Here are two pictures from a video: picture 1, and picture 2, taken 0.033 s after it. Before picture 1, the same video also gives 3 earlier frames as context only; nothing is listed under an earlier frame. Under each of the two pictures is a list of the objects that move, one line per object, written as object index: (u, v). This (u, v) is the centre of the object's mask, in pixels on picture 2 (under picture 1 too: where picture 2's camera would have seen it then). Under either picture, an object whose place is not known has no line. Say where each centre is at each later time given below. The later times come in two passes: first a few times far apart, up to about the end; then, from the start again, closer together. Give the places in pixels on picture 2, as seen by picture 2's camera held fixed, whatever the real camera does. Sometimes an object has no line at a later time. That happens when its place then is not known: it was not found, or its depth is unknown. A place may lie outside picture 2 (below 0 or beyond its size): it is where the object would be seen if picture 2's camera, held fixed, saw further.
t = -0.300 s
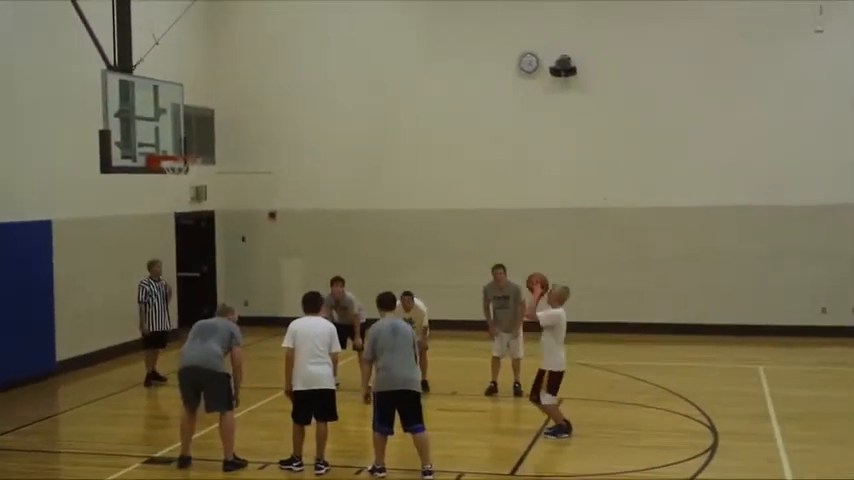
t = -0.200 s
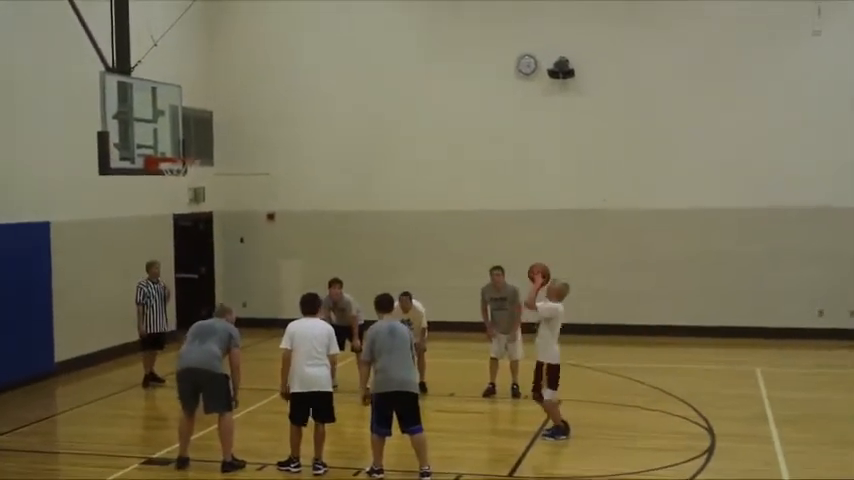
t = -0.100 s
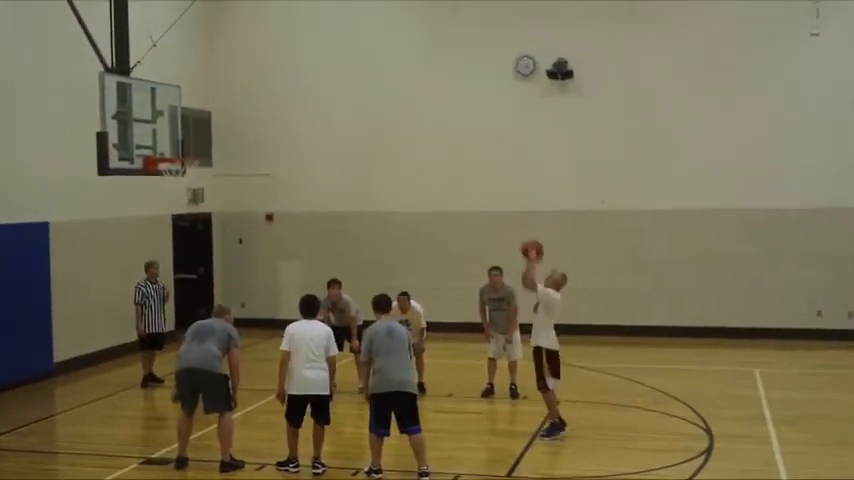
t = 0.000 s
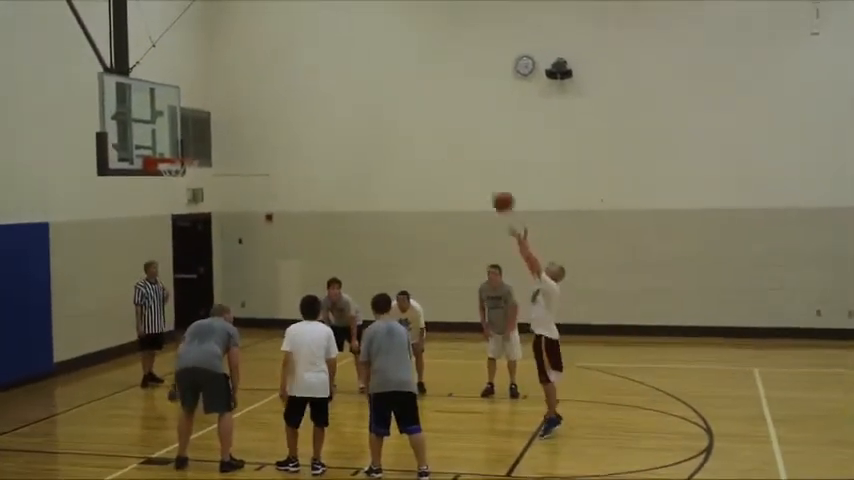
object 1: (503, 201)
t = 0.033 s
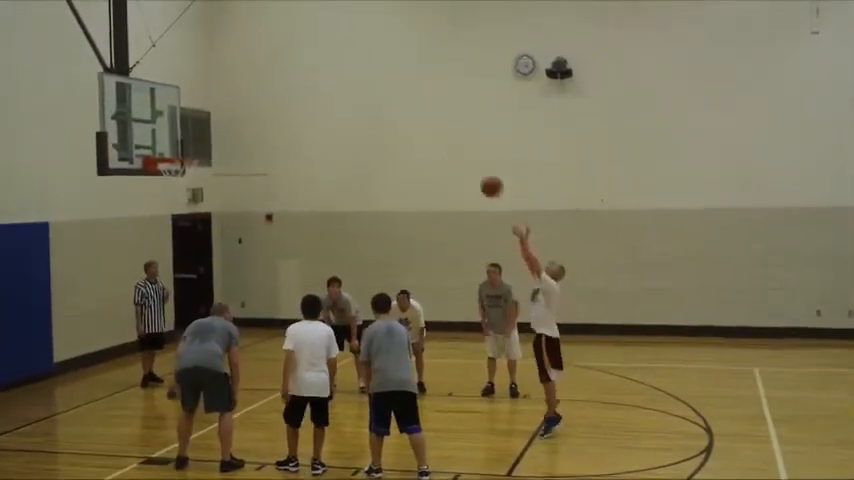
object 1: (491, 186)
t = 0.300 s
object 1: (398, 101)
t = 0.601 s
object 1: (300, 82)
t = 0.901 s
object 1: (213, 138)
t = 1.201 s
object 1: (229, 122)
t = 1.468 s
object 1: (260, 152)
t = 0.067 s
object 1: (479, 172)
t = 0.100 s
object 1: (467, 158)
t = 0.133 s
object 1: (455, 146)
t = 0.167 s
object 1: (444, 135)
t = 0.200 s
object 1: (433, 125)
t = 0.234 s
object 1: (421, 116)
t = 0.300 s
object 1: (398, 101)
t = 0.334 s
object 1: (388, 95)
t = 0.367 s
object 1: (377, 89)
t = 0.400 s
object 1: (365, 85)
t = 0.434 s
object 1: (354, 83)
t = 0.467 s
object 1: (343, 81)
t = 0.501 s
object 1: (332, 80)
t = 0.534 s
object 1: (322, 80)
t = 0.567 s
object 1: (311, 81)
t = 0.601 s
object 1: (300, 82)
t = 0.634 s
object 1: (290, 85)
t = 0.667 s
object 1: (279, 88)
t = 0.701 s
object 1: (269, 93)
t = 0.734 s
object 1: (259, 98)
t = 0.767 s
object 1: (249, 104)
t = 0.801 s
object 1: (239, 112)
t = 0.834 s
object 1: (229, 120)
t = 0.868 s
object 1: (221, 130)
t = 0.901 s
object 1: (213, 138)
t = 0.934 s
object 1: (200, 149)
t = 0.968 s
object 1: (200, 149)
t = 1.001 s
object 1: (209, 139)
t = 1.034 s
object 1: (212, 134)
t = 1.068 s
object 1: (215, 130)
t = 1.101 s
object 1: (217, 126)
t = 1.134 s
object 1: (222, 124)
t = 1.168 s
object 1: (225, 122)
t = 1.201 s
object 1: (229, 122)
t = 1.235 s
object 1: (232, 122)
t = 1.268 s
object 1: (236, 124)
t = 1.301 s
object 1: (240, 126)
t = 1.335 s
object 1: (244, 129)
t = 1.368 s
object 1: (248, 133)
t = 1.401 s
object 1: (252, 139)
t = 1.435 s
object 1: (255, 145)
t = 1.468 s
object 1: (260, 152)
